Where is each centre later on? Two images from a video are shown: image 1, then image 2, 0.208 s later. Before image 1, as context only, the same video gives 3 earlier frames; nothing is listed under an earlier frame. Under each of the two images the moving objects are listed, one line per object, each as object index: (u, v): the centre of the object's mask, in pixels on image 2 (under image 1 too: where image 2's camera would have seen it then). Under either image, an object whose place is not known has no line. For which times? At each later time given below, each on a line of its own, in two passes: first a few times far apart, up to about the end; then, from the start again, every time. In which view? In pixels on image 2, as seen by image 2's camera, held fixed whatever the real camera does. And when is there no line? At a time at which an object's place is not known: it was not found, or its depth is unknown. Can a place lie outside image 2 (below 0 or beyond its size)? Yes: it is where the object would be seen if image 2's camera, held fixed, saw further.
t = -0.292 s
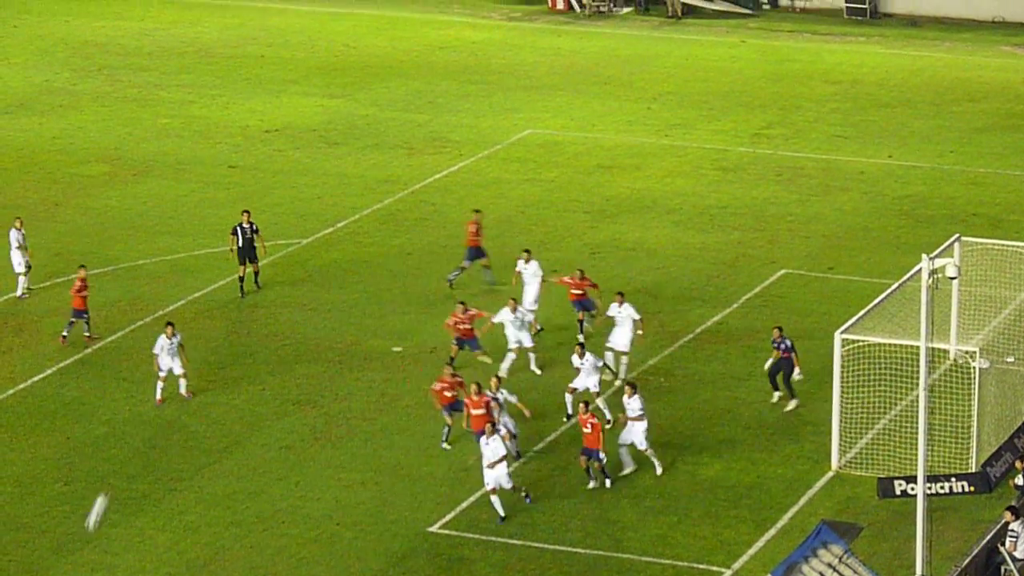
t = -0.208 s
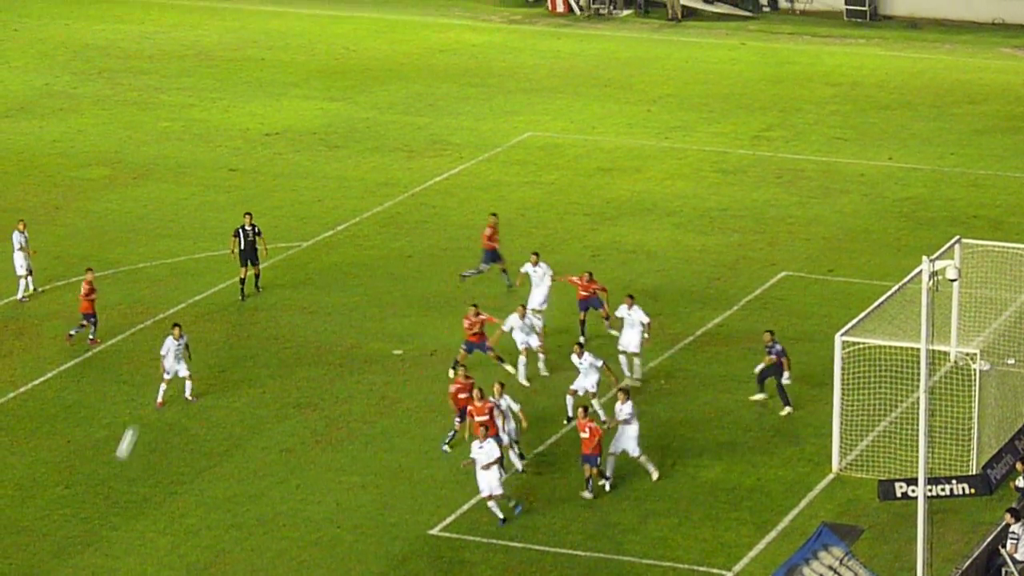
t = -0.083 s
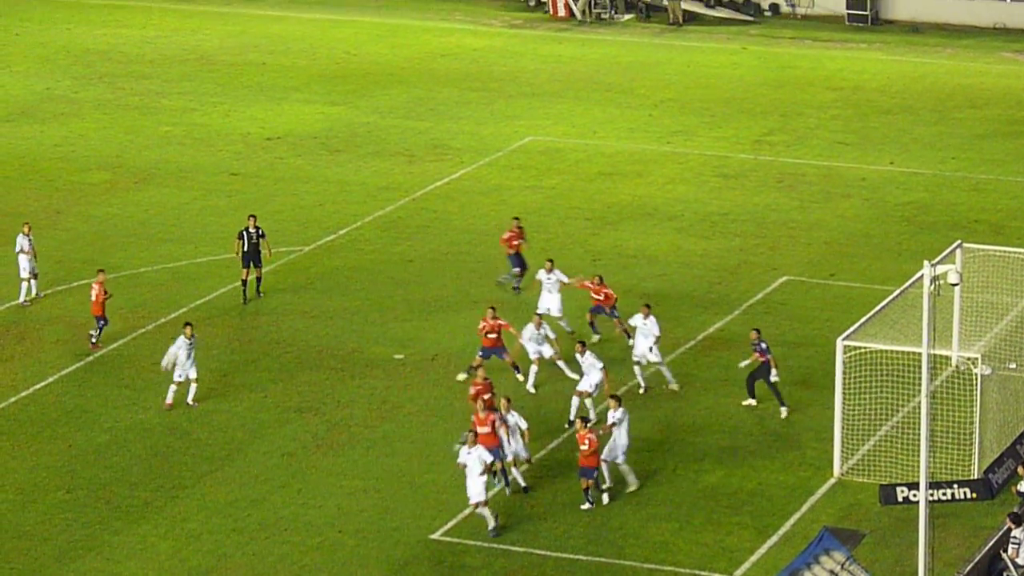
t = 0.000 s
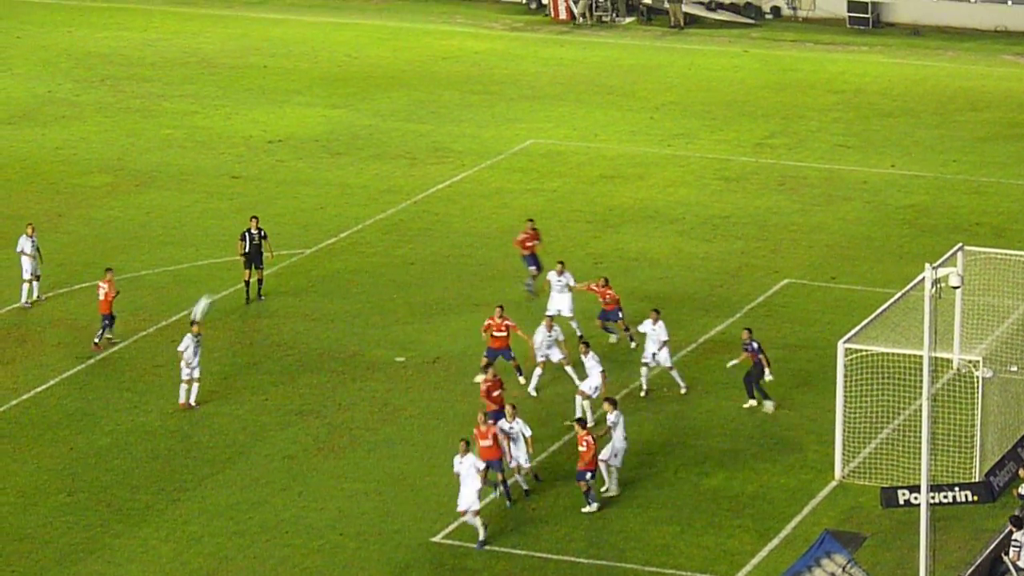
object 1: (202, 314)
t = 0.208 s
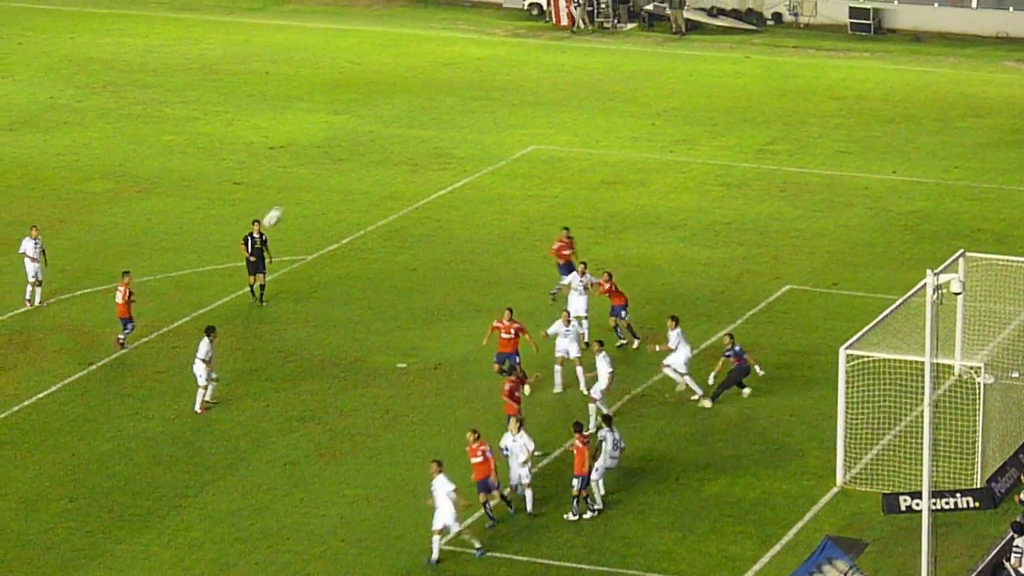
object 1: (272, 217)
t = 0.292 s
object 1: (299, 189)
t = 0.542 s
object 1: (378, 136)
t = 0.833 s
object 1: (466, 122)
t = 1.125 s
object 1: (546, 143)
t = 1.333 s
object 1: (602, 176)
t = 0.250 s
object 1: (286, 203)
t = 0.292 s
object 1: (299, 189)
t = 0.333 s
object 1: (313, 177)
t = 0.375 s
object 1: (326, 167)
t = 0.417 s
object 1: (339, 157)
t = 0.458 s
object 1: (352, 149)
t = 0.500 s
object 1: (366, 142)
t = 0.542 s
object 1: (378, 136)
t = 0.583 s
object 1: (391, 131)
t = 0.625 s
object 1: (404, 127)
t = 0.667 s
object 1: (417, 125)
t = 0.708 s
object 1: (429, 122)
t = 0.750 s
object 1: (441, 121)
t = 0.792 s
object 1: (454, 121)
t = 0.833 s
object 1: (466, 122)
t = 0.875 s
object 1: (477, 122)
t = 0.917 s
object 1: (489, 123)
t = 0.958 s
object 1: (501, 126)
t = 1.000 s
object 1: (512, 130)
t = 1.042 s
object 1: (524, 133)
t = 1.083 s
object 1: (535, 137)
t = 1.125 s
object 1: (546, 143)
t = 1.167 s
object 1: (558, 148)
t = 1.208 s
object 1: (569, 155)
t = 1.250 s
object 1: (580, 162)
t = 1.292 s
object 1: (591, 169)
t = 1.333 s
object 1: (602, 176)
